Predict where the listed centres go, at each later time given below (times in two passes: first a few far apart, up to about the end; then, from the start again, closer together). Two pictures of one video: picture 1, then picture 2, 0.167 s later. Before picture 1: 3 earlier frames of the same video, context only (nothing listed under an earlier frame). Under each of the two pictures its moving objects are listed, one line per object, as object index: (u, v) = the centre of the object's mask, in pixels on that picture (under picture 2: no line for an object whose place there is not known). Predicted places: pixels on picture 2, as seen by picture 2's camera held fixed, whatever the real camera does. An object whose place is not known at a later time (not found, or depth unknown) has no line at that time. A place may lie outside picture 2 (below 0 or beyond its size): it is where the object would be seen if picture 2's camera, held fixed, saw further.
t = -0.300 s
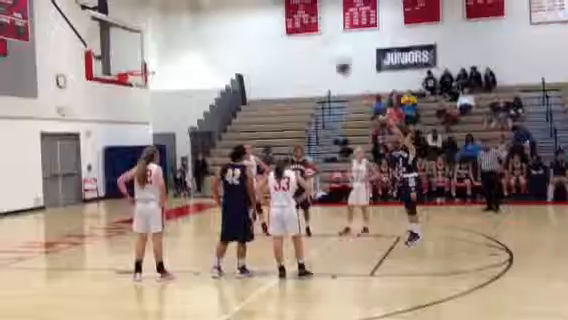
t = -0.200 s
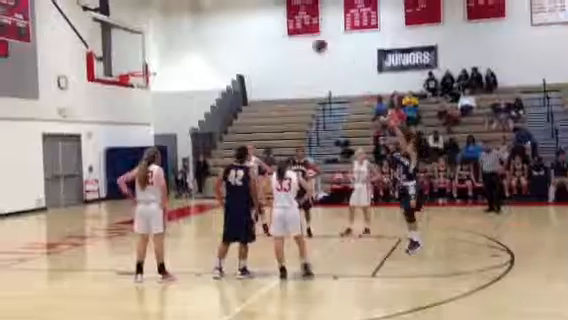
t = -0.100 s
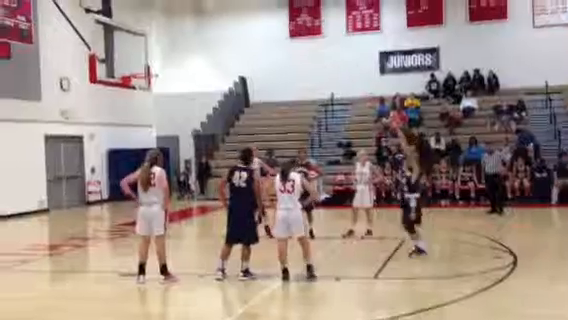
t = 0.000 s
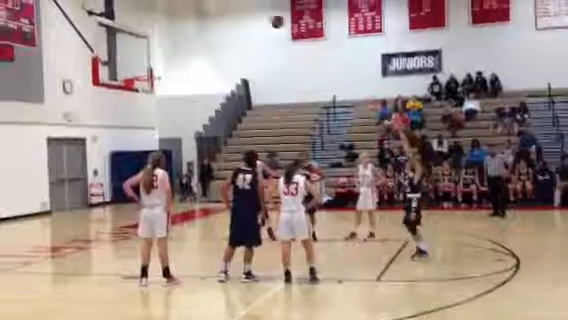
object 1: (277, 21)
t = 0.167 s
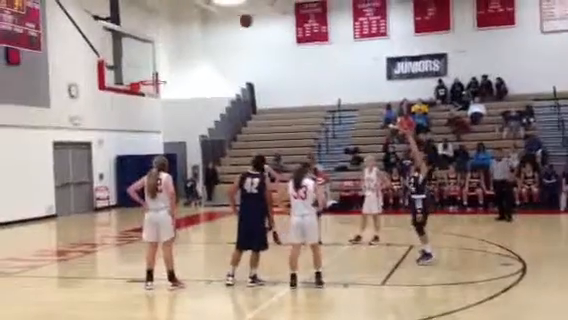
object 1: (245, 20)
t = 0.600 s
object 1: (167, 73)
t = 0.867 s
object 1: (146, 67)
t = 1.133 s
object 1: (164, 77)
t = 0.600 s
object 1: (167, 73)
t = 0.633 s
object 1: (162, 75)
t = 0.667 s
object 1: (160, 72)
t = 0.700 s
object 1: (158, 69)
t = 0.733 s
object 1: (155, 68)
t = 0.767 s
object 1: (153, 67)
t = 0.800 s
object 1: (150, 66)
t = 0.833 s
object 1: (148, 66)
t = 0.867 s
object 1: (146, 67)
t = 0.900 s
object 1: (146, 67)
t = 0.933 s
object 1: (149, 67)
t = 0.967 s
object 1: (151, 66)
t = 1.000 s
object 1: (154, 68)
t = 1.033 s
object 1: (156, 69)
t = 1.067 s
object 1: (159, 71)
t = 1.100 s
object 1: (161, 74)
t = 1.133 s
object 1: (164, 77)
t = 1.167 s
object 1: (167, 80)
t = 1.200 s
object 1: (170, 85)
